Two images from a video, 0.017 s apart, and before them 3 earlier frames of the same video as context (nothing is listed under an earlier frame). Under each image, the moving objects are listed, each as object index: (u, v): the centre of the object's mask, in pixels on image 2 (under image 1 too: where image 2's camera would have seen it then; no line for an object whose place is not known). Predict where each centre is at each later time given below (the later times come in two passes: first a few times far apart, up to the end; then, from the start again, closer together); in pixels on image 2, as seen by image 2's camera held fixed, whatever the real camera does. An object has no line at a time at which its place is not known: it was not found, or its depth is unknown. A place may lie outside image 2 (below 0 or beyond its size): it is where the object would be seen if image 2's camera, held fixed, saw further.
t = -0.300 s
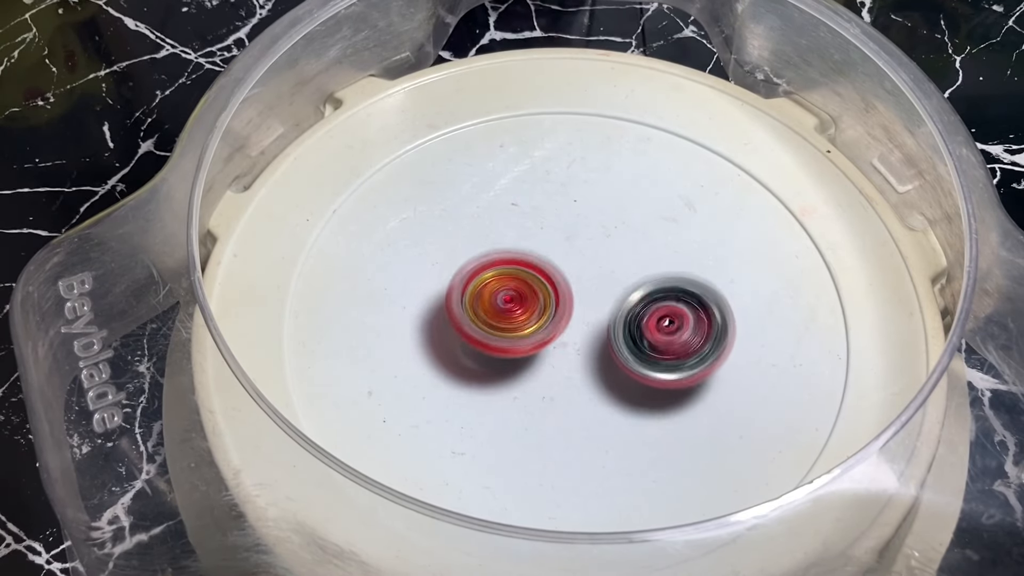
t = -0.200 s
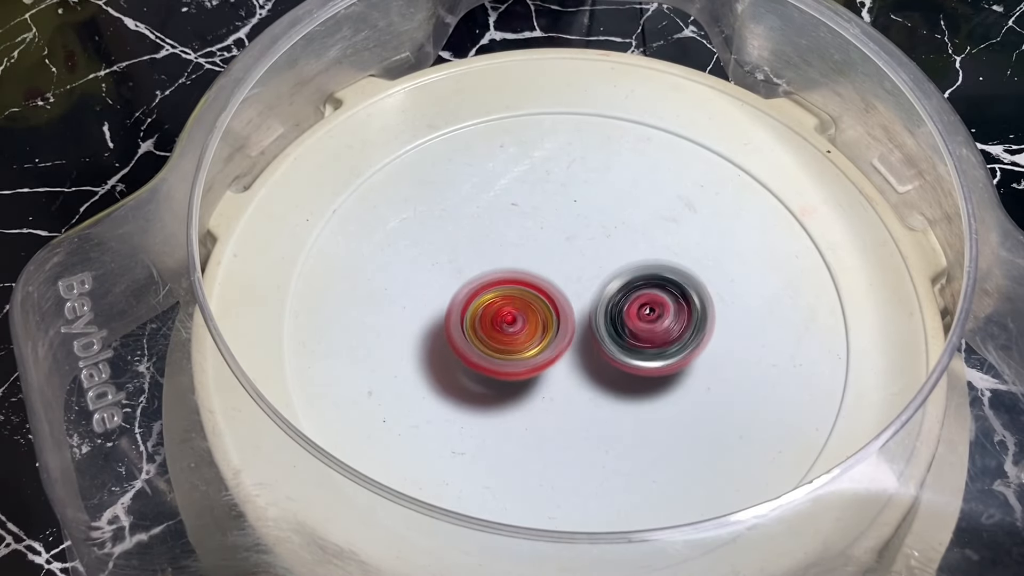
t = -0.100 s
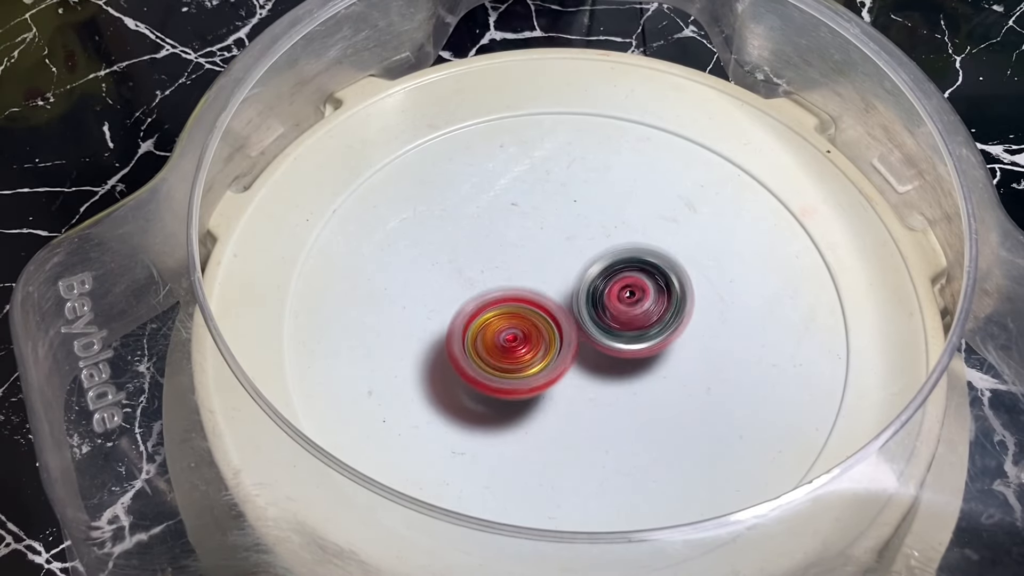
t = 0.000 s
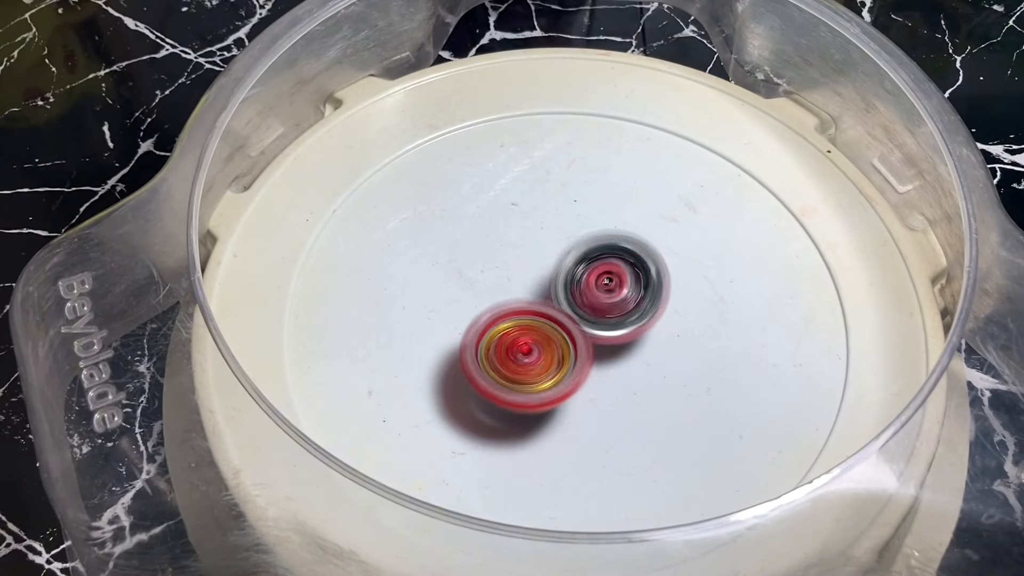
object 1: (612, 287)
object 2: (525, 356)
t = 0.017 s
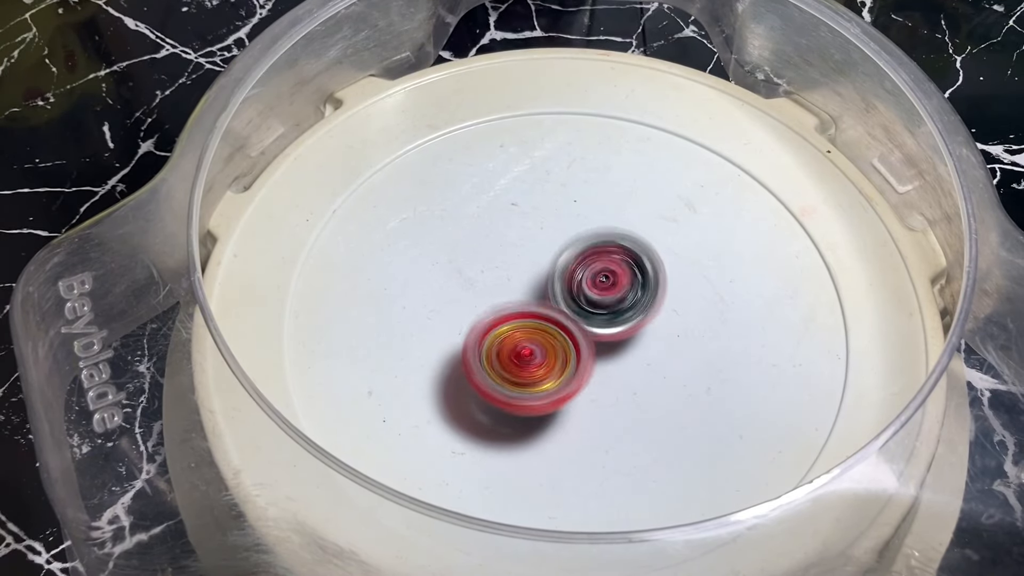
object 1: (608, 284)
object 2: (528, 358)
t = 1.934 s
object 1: (521, 339)
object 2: (627, 262)
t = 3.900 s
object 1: (544, 400)
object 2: (541, 234)
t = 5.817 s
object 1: (489, 345)
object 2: (589, 277)
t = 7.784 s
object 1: (469, 286)
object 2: (597, 328)
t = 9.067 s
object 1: (473, 265)
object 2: (596, 325)
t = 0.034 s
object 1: (604, 281)
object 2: (529, 363)
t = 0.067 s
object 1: (596, 275)
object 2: (534, 371)
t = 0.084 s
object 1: (591, 273)
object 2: (538, 374)
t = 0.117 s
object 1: (583, 268)
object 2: (541, 378)
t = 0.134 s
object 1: (578, 266)
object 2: (543, 380)
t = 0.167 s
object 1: (570, 262)
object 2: (547, 381)
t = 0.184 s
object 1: (565, 260)
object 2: (549, 382)
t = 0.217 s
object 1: (557, 256)
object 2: (554, 382)
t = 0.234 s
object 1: (553, 254)
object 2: (555, 381)
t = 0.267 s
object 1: (545, 251)
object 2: (559, 379)
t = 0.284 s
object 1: (540, 249)
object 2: (561, 377)
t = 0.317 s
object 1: (533, 247)
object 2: (564, 374)
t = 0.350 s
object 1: (527, 246)
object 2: (568, 369)
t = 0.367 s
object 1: (523, 245)
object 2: (568, 367)
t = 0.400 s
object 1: (517, 244)
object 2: (571, 360)
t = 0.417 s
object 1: (513, 242)
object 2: (571, 357)
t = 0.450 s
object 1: (507, 242)
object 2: (570, 351)
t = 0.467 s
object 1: (504, 242)
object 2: (570, 346)
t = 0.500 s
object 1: (498, 243)
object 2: (568, 339)
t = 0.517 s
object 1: (496, 243)
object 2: (568, 335)
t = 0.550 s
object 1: (490, 243)
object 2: (563, 327)
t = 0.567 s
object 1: (488, 242)
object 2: (562, 325)
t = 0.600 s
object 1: (479, 240)
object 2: (561, 324)
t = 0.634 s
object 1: (473, 241)
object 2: (562, 324)
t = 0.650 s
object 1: (471, 241)
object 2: (562, 323)
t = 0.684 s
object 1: (466, 243)
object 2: (560, 321)
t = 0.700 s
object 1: (465, 244)
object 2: (560, 320)
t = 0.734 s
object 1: (461, 245)
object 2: (557, 317)
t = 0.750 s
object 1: (460, 247)
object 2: (557, 316)
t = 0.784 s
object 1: (454, 249)
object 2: (556, 315)
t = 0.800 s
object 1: (452, 250)
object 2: (557, 316)
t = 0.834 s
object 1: (448, 251)
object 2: (560, 316)
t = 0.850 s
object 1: (447, 253)
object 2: (561, 317)
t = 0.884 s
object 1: (446, 255)
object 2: (564, 316)
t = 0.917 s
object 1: (444, 257)
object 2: (564, 315)
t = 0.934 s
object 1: (443, 259)
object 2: (565, 314)
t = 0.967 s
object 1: (443, 262)
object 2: (565, 312)
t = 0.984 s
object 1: (442, 264)
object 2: (566, 311)
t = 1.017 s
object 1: (443, 267)
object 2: (564, 309)
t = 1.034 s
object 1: (442, 269)
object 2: (564, 308)
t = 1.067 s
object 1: (443, 273)
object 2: (565, 306)
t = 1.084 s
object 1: (443, 275)
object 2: (565, 305)
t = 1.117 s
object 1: (444, 280)
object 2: (568, 304)
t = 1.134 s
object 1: (443, 280)
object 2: (570, 305)
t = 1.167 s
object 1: (438, 279)
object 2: (581, 309)
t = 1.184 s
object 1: (437, 281)
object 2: (586, 311)
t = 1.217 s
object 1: (439, 283)
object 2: (595, 310)
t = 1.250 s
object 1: (440, 286)
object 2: (603, 310)
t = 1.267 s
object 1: (442, 287)
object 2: (605, 308)
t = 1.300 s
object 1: (445, 290)
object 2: (612, 307)
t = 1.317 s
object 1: (447, 292)
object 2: (613, 304)
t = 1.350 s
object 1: (451, 294)
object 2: (616, 302)
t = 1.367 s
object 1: (454, 296)
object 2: (617, 300)
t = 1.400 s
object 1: (460, 299)
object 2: (619, 298)
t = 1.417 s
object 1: (462, 302)
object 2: (618, 295)
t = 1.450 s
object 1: (469, 305)
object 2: (618, 294)
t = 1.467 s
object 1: (472, 307)
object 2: (617, 291)
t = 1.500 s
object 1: (481, 310)
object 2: (615, 290)
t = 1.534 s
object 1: (488, 314)
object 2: (611, 289)
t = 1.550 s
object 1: (485, 315)
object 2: (617, 288)
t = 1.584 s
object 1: (483, 320)
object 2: (625, 286)
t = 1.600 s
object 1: (485, 322)
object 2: (629, 285)
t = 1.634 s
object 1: (490, 323)
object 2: (631, 283)
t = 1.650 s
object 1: (492, 324)
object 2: (634, 281)
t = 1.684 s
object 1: (497, 326)
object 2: (633, 279)
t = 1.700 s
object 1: (500, 325)
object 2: (633, 277)
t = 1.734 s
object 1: (505, 327)
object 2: (631, 276)
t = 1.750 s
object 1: (508, 326)
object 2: (629, 274)
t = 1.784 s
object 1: (514, 328)
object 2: (626, 274)
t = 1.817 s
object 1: (516, 332)
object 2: (625, 271)
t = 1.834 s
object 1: (518, 332)
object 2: (625, 269)
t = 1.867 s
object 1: (520, 334)
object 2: (623, 267)
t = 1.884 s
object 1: (518, 336)
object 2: (626, 266)
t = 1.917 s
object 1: (519, 339)
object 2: (626, 264)
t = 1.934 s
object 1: (521, 339)
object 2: (627, 262)
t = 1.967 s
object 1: (523, 340)
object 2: (625, 262)
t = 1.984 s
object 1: (524, 341)
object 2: (623, 262)
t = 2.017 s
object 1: (527, 341)
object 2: (619, 263)
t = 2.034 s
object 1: (527, 342)
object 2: (616, 263)
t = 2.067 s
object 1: (525, 347)
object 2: (616, 262)
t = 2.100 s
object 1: (527, 349)
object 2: (614, 262)
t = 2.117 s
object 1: (526, 350)
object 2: (613, 261)
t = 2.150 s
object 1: (528, 351)
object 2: (609, 263)
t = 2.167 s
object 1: (528, 351)
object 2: (605, 263)
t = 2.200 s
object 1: (526, 358)
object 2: (605, 263)
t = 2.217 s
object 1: (526, 360)
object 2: (604, 262)
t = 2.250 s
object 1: (525, 363)
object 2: (603, 261)
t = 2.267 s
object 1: (525, 364)
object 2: (600, 263)
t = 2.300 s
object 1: (524, 366)
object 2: (596, 263)
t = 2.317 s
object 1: (524, 368)
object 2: (595, 266)
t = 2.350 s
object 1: (524, 369)
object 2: (589, 269)
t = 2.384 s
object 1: (525, 370)
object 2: (587, 272)
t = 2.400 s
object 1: (524, 373)
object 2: (586, 275)
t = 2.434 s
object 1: (523, 378)
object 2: (585, 273)
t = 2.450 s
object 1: (522, 378)
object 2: (586, 275)
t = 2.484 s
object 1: (521, 381)
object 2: (584, 276)
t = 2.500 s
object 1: (521, 381)
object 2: (584, 276)
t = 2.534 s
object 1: (521, 383)
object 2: (581, 278)
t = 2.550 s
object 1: (521, 384)
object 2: (581, 279)
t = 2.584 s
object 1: (522, 384)
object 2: (579, 283)
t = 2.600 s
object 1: (521, 385)
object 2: (577, 283)
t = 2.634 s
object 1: (519, 391)
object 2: (578, 283)
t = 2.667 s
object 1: (519, 395)
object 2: (578, 280)
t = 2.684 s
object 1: (517, 395)
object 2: (578, 280)
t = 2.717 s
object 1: (516, 397)
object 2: (578, 279)
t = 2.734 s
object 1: (516, 397)
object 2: (577, 279)
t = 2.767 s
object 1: (515, 397)
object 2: (576, 279)
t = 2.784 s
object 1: (516, 397)
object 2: (575, 279)
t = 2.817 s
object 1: (516, 397)
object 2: (573, 280)
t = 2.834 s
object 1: (515, 397)
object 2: (572, 280)
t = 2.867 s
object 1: (516, 396)
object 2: (570, 282)
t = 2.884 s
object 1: (516, 395)
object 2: (568, 283)
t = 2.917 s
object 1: (518, 393)
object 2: (566, 284)
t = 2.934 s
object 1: (519, 392)
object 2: (565, 286)
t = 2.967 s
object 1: (520, 392)
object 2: (564, 287)
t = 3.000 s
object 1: (519, 400)
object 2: (567, 280)
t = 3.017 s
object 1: (519, 400)
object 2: (568, 276)
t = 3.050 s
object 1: (518, 400)
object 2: (567, 273)
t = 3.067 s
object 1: (518, 399)
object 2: (565, 271)
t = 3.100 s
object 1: (519, 398)
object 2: (563, 269)
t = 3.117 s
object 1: (519, 396)
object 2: (561, 270)
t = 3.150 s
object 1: (520, 395)
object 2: (555, 268)
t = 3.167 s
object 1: (521, 394)
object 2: (555, 269)
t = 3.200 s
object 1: (523, 392)
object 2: (549, 270)
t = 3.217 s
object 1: (523, 390)
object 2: (548, 269)
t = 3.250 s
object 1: (524, 387)
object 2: (545, 272)
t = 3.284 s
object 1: (526, 385)
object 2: (544, 275)
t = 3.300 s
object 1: (528, 385)
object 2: (545, 274)
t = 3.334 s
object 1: (529, 383)
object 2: (545, 273)
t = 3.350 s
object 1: (531, 387)
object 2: (545, 269)
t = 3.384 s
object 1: (534, 387)
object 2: (548, 263)
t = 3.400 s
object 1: (533, 387)
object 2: (547, 261)
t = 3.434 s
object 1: (534, 387)
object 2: (546, 257)
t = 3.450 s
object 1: (535, 386)
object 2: (546, 256)
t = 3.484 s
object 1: (536, 384)
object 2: (545, 254)
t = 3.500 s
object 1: (537, 384)
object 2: (545, 253)
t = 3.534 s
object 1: (539, 382)
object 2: (543, 252)
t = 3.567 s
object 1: (541, 379)
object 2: (542, 251)
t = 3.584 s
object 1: (541, 378)
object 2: (542, 251)
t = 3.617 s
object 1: (542, 375)
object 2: (541, 253)
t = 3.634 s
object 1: (543, 373)
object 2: (540, 254)
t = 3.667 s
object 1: (544, 370)
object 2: (539, 256)
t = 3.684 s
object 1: (544, 368)
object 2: (539, 258)
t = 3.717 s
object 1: (545, 382)
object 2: (541, 250)
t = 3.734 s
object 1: (548, 390)
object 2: (542, 243)
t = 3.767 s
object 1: (550, 397)
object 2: (544, 234)
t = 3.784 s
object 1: (548, 397)
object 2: (542, 232)
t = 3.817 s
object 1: (546, 399)
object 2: (543, 228)
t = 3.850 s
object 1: (545, 401)
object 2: (543, 227)
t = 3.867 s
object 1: (545, 400)
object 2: (543, 230)
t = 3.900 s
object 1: (544, 400)
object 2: (541, 234)
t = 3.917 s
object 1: (543, 400)
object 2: (541, 234)
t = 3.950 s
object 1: (542, 401)
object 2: (538, 240)
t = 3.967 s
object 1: (541, 400)
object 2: (533, 241)
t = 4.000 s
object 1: (540, 401)
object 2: (531, 246)
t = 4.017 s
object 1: (541, 400)
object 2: (531, 250)
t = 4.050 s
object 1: (541, 399)
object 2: (529, 255)
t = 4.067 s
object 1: (539, 398)
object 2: (529, 255)
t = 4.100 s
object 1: (539, 396)
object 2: (529, 259)
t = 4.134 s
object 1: (539, 393)
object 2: (530, 264)
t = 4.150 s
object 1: (540, 390)
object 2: (528, 266)
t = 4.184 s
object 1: (539, 386)
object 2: (529, 270)
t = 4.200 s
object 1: (539, 385)
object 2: (533, 274)
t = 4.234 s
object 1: (540, 385)
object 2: (534, 273)
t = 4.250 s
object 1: (542, 384)
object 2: (535, 270)
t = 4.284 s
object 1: (541, 381)
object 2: (538, 268)
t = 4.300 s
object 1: (541, 381)
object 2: (538, 269)
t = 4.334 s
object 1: (540, 381)
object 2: (541, 267)
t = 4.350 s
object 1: (541, 379)
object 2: (546, 265)
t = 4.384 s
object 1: (540, 378)
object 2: (549, 265)
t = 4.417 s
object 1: (539, 375)
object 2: (553, 266)
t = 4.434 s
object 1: (538, 378)
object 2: (553, 264)
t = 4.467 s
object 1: (539, 380)
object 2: (559, 260)
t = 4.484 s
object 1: (539, 380)
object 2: (565, 260)
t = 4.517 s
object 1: (536, 379)
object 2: (570, 260)
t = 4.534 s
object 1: (536, 378)
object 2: (569, 260)
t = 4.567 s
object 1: (534, 376)
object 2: (571, 263)
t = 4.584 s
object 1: (534, 376)
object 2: (574, 266)
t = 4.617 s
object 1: (534, 374)
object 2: (575, 269)
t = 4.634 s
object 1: (532, 374)
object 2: (574, 268)
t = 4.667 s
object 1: (530, 376)
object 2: (578, 267)
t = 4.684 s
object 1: (529, 378)
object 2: (582, 267)
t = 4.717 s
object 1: (528, 377)
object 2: (585, 265)
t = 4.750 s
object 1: (525, 377)
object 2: (586, 264)
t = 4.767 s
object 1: (525, 378)
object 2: (583, 263)
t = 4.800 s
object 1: (522, 377)
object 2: (581, 264)
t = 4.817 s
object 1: (521, 376)
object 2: (582, 265)
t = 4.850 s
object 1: (519, 375)
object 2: (580, 266)
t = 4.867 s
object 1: (519, 374)
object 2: (576, 265)
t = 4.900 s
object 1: (517, 373)
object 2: (573, 266)
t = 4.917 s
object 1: (516, 372)
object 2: (576, 267)
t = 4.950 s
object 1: (515, 370)
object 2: (574, 268)
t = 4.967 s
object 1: (515, 368)
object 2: (571, 269)
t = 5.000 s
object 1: (513, 367)
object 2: (572, 270)
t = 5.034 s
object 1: (513, 366)
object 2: (574, 270)
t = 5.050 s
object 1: (511, 365)
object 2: (577, 269)
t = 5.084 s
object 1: (509, 367)
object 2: (580, 267)
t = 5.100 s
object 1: (508, 367)
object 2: (579, 267)
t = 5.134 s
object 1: (508, 365)
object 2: (580, 266)
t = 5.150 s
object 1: (507, 365)
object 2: (582, 265)
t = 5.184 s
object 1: (505, 365)
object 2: (581, 266)
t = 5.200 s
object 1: (505, 363)
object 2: (580, 269)
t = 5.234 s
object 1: (503, 362)
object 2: (579, 271)
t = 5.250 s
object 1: (503, 362)
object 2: (578, 271)
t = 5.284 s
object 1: (499, 363)
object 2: (581, 270)
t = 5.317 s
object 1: (493, 368)
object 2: (586, 267)
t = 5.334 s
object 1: (493, 368)
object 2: (588, 265)
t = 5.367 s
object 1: (493, 366)
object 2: (589, 263)
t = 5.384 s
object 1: (490, 365)
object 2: (588, 263)
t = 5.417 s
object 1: (490, 365)
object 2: (588, 262)
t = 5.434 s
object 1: (490, 364)
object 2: (586, 261)
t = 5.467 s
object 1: (489, 362)
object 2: (584, 261)
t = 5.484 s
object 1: (489, 361)
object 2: (585, 262)
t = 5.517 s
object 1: (489, 359)
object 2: (583, 262)
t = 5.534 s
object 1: (489, 358)
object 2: (581, 264)
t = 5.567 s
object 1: (490, 356)
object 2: (580, 267)
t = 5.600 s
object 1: (491, 353)
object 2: (580, 270)
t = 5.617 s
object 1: (491, 351)
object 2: (580, 271)
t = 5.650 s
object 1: (491, 352)
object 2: (581, 272)
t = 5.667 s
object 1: (489, 352)
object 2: (583, 272)
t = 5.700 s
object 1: (490, 351)
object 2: (587, 272)
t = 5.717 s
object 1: (490, 350)
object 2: (588, 271)
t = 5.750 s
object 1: (489, 349)
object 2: (589, 271)
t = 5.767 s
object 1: (490, 347)
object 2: (591, 274)
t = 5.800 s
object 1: (490, 345)
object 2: (591, 276)
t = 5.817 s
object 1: (489, 345)
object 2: (589, 277)
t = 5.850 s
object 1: (489, 344)
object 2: (590, 279)
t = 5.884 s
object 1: (486, 346)
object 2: (594, 276)
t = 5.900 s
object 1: (487, 345)
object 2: (597, 274)
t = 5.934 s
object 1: (486, 343)
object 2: (597, 274)
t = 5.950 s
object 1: (484, 342)
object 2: (597, 276)
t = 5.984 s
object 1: (484, 341)
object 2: (597, 277)
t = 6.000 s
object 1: (484, 340)
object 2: (594, 278)
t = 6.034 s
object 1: (483, 339)
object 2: (593, 280)
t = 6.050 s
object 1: (483, 337)
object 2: (593, 279)
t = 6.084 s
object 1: (479, 339)
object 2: (596, 279)
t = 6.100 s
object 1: (476, 342)
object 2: (598, 278)
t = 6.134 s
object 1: (477, 342)
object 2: (603, 276)
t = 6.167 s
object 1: (475, 340)
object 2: (608, 275)
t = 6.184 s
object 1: (473, 339)
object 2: (608, 274)
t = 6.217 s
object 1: (474, 339)
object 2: (610, 274)
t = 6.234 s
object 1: (473, 338)
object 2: (611, 273)
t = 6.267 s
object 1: (472, 338)
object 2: (610, 274)
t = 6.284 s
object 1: (474, 338)
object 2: (609, 275)
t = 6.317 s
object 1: (475, 336)
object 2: (608, 277)
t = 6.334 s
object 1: (474, 335)
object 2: (606, 277)
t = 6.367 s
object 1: (476, 334)
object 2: (604, 279)
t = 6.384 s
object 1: (476, 334)
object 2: (604, 279)
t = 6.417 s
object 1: (478, 333)
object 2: (600, 281)
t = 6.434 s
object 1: (480, 332)
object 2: (599, 283)
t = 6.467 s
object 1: (481, 330)
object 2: (597, 286)
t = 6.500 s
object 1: (477, 331)
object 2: (602, 287)
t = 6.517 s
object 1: (477, 331)
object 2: (603, 289)
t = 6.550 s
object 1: (478, 328)
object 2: (605, 290)
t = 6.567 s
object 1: (477, 328)
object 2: (603, 290)
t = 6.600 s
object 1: (478, 327)
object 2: (604, 293)
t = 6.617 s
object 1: (479, 326)
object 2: (605, 293)
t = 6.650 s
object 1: (479, 324)
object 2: (604, 295)
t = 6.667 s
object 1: (479, 323)
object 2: (604, 296)
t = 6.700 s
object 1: (474, 324)
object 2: (610, 297)
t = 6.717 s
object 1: (471, 324)
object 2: (615, 297)
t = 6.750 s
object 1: (471, 323)
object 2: (622, 299)
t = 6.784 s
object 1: (471, 321)
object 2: (627, 301)
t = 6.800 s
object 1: (470, 321)
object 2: (628, 301)
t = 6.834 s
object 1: (470, 320)
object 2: (630, 303)
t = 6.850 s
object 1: (471, 319)
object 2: (632, 304)
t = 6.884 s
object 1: (470, 317)
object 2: (630, 304)
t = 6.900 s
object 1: (469, 317)
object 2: (629, 306)
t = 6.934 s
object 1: (469, 315)
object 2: (628, 307)
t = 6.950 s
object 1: (469, 315)
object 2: (626, 307)
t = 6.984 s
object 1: (469, 314)
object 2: (623, 308)
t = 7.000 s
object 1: (470, 313)
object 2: (620, 308)
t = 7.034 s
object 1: (471, 312)
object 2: (616, 309)
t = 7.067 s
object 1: (471, 311)
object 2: (611, 311)
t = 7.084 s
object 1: (472, 310)
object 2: (609, 310)
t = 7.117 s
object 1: (474, 309)
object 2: (603, 312)
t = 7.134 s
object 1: (473, 308)
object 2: (602, 313)
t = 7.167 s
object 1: (470, 309)
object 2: (602, 313)
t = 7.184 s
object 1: (472, 310)
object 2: (603, 316)
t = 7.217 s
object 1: (473, 307)
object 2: (602, 317)
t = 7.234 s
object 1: (473, 306)
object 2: (600, 318)
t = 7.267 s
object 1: (472, 307)
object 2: (599, 319)
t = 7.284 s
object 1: (471, 306)
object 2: (600, 320)
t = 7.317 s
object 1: (470, 305)
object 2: (604, 322)
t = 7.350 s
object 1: (471, 304)
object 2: (606, 323)
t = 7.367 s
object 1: (470, 304)
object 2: (607, 323)
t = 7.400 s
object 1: (470, 302)
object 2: (607, 325)
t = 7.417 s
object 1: (471, 302)
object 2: (607, 325)
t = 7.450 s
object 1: (470, 300)
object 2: (605, 324)
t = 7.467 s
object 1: (471, 299)
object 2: (603, 325)
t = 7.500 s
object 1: (472, 299)
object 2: (602, 325)
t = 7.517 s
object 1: (472, 297)
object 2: (599, 324)
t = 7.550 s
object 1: (472, 296)
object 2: (596, 324)
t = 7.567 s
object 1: (469, 296)
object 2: (596, 324)
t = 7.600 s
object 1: (469, 296)
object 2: (598, 325)
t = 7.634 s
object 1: (470, 292)
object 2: (597, 326)
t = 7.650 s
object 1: (470, 292)
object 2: (595, 326)
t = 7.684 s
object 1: (471, 292)
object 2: (592, 325)
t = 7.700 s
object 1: (471, 290)
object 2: (593, 325)
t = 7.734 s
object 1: (468, 289)
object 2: (596, 328)
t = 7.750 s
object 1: (468, 288)
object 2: (597, 328)
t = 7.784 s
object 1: (469, 286)
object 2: (597, 328)
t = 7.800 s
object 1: (469, 286)
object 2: (598, 329)
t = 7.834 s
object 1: (469, 285)
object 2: (597, 328)
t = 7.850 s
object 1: (470, 284)
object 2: (596, 328)
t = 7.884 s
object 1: (471, 283)
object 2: (596, 328)
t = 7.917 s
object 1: (471, 282)
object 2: (593, 326)
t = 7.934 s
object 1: (473, 281)
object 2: (591, 326)
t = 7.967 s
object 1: (473, 280)
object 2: (590, 325)
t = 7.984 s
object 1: (472, 280)
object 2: (588, 324)
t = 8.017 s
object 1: (472, 280)
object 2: (589, 325)
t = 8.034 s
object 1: (472, 282)
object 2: (590, 326)
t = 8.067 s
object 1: (474, 280)
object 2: (589, 326)
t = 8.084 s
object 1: (474, 279)
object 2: (589, 326)
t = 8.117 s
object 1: (471, 280)
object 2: (593, 327)
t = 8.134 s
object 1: (473, 279)
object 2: (592, 326)
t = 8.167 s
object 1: (475, 277)
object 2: (592, 327)
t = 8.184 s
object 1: (474, 276)
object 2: (592, 326)
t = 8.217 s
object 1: (474, 276)
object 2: (589, 324)
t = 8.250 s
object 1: (474, 275)
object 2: (591, 324)
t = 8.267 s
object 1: (471, 273)
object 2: (592, 324)
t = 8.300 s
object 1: (471, 274)
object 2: (593, 328)
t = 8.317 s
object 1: (472, 273)
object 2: (593, 326)
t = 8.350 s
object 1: (473, 271)
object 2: (591, 326)
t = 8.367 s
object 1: (471, 271)
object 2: (593, 325)
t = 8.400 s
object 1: (472, 271)
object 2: (590, 324)
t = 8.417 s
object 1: (473, 270)
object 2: (591, 324)
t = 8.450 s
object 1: (473, 269)
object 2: (589, 323)
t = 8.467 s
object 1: (474, 269)
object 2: (589, 323)
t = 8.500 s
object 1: (475, 269)
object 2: (587, 322)
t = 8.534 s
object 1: (475, 269)
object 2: (584, 322)
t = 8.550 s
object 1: (475, 270)
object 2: (585, 323)
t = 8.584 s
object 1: (468, 267)
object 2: (591, 327)
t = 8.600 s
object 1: (462, 263)
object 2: (596, 330)
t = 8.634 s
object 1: (460, 264)
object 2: (600, 332)
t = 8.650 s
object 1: (459, 263)
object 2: (603, 332)
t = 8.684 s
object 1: (459, 260)
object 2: (605, 334)
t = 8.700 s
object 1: (458, 260)
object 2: (608, 335)
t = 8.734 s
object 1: (457, 260)
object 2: (609, 335)
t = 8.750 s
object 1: (458, 260)
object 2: (610, 336)
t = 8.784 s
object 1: (457, 258)
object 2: (611, 336)
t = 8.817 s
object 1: (457, 258)
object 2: (611, 335)
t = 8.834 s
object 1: (458, 259)
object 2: (612, 335)
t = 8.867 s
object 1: (458, 258)
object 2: (612, 335)
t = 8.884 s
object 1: (460, 258)
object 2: (613, 335)
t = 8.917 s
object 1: (460, 260)
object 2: (610, 333)
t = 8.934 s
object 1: (462, 260)
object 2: (609, 334)
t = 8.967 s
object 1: (464, 262)
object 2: (606, 330)
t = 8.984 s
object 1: (465, 262)
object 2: (604, 330)
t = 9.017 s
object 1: (469, 263)
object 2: (602, 328)
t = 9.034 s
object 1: (470, 264)
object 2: (599, 327)
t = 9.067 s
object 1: (473, 265)
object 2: (596, 325)
